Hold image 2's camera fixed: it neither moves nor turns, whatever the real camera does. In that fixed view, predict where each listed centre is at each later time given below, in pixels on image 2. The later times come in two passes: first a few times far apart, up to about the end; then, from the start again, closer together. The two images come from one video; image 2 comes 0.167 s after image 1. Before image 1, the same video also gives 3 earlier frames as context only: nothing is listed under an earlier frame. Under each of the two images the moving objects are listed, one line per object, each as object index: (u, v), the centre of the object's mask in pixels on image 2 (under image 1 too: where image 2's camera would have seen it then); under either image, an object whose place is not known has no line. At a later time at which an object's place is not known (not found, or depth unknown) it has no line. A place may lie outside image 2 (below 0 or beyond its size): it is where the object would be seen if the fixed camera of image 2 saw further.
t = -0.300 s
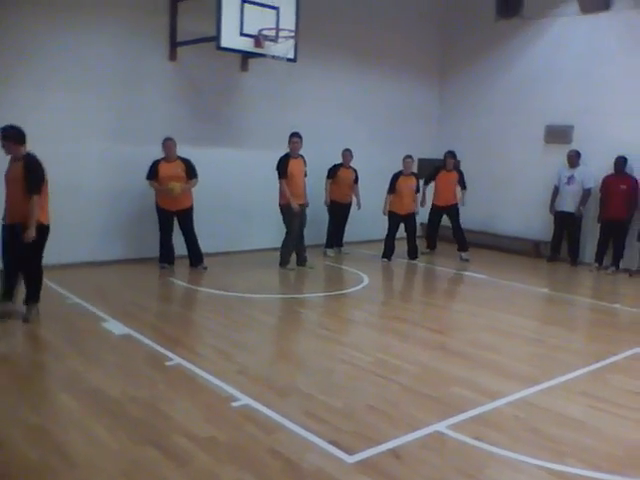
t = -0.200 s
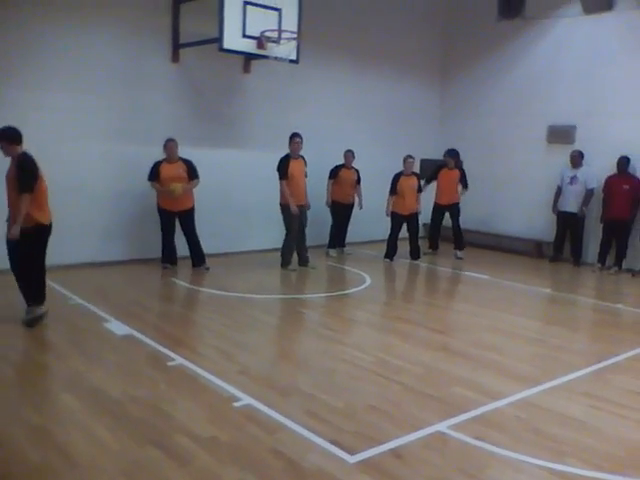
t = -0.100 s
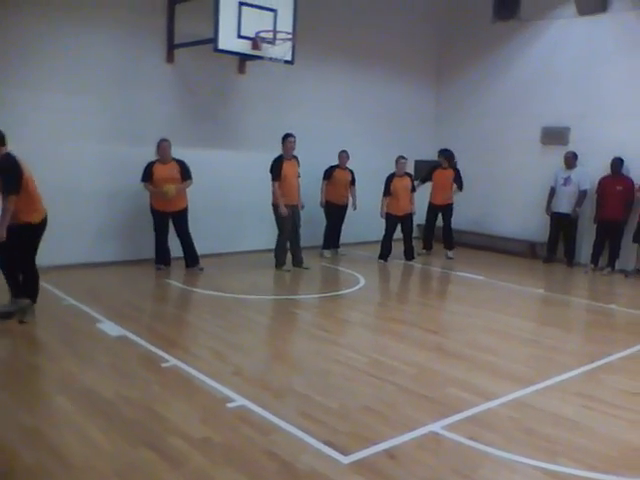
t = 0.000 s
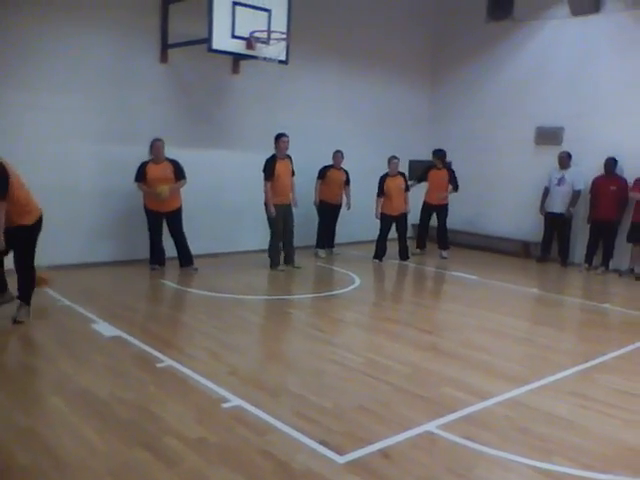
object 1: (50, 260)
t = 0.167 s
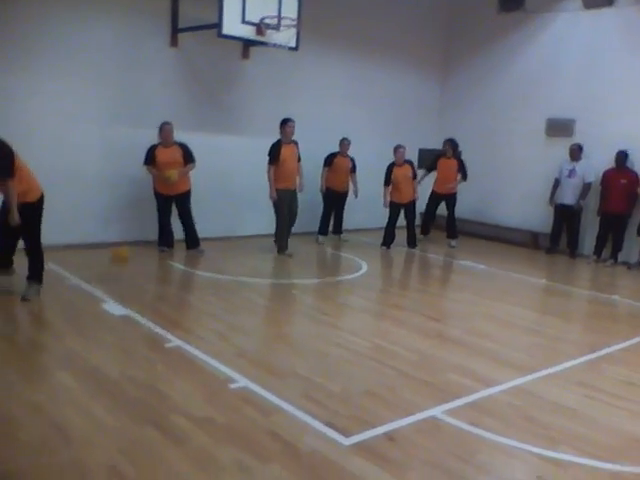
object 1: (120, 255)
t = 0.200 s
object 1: (133, 251)
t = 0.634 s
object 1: (288, 265)
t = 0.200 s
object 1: (133, 251)
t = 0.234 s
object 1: (147, 251)
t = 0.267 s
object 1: (161, 250)
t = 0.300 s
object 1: (173, 251)
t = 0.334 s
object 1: (187, 256)
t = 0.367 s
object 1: (198, 259)
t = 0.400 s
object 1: (210, 262)
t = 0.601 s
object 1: (281, 267)
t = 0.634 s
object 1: (288, 265)
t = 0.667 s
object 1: (298, 261)
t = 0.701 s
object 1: (307, 262)
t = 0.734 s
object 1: (314, 263)
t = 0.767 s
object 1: (322, 262)
